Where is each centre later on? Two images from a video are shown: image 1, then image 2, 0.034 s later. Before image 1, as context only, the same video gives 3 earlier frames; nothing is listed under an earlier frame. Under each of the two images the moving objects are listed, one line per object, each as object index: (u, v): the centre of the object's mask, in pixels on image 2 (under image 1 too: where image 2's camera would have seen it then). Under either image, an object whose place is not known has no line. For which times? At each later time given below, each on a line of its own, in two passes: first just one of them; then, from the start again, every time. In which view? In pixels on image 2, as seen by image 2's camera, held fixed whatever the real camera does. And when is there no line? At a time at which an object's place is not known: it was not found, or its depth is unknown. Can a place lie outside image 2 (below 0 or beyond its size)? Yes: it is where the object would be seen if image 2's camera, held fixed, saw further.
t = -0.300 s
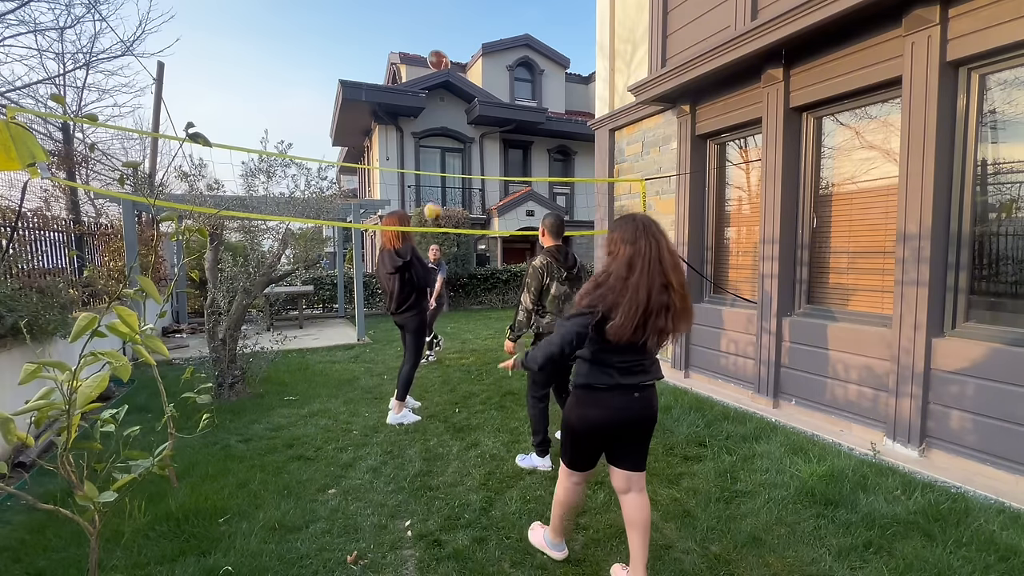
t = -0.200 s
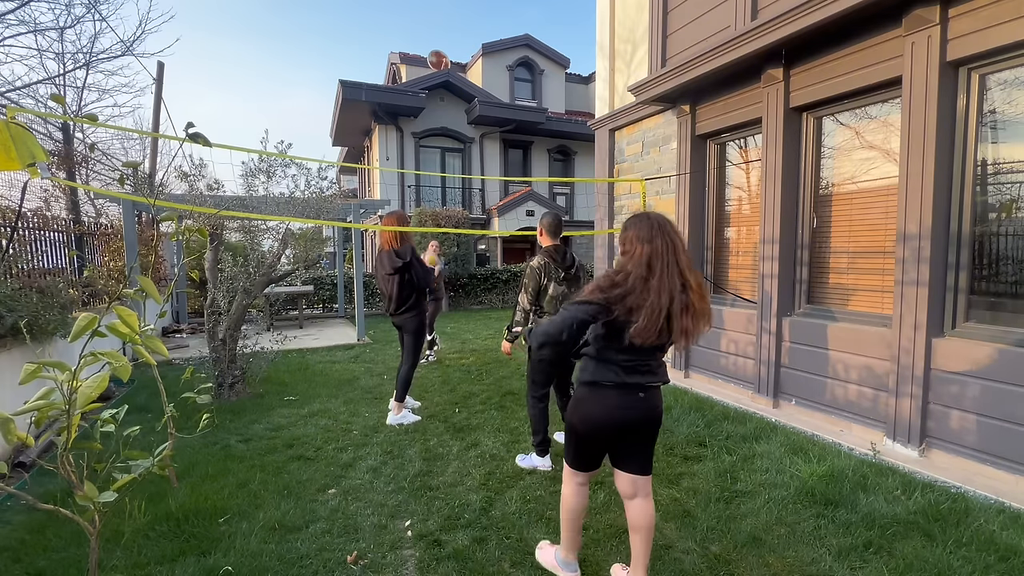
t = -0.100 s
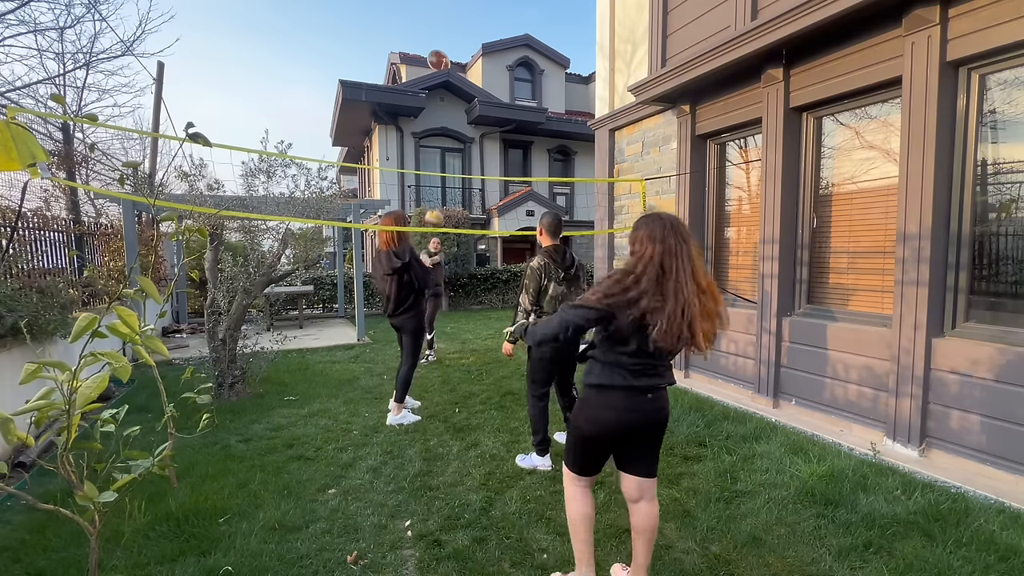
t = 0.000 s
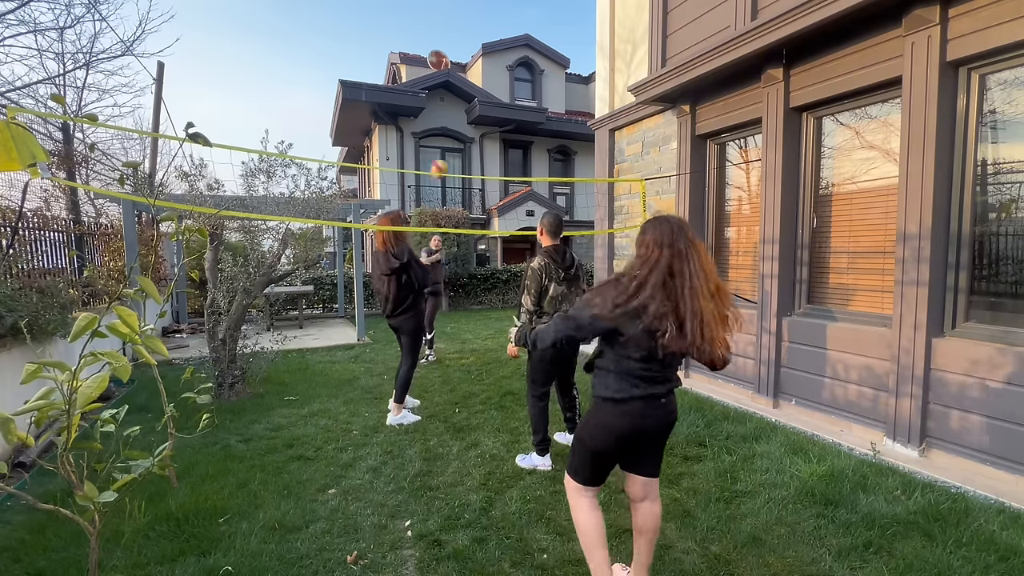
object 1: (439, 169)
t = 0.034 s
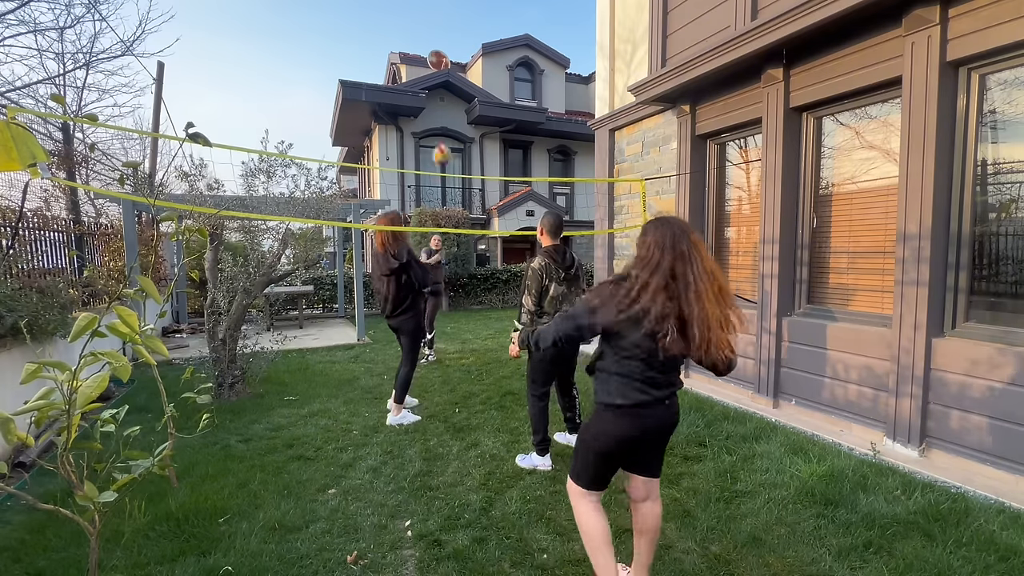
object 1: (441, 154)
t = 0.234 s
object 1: (453, 83)
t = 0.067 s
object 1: (444, 139)
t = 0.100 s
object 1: (445, 127)
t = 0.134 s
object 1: (447, 115)
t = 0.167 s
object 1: (450, 104)
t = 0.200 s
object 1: (452, 92)
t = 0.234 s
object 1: (453, 83)
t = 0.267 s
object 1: (456, 74)
